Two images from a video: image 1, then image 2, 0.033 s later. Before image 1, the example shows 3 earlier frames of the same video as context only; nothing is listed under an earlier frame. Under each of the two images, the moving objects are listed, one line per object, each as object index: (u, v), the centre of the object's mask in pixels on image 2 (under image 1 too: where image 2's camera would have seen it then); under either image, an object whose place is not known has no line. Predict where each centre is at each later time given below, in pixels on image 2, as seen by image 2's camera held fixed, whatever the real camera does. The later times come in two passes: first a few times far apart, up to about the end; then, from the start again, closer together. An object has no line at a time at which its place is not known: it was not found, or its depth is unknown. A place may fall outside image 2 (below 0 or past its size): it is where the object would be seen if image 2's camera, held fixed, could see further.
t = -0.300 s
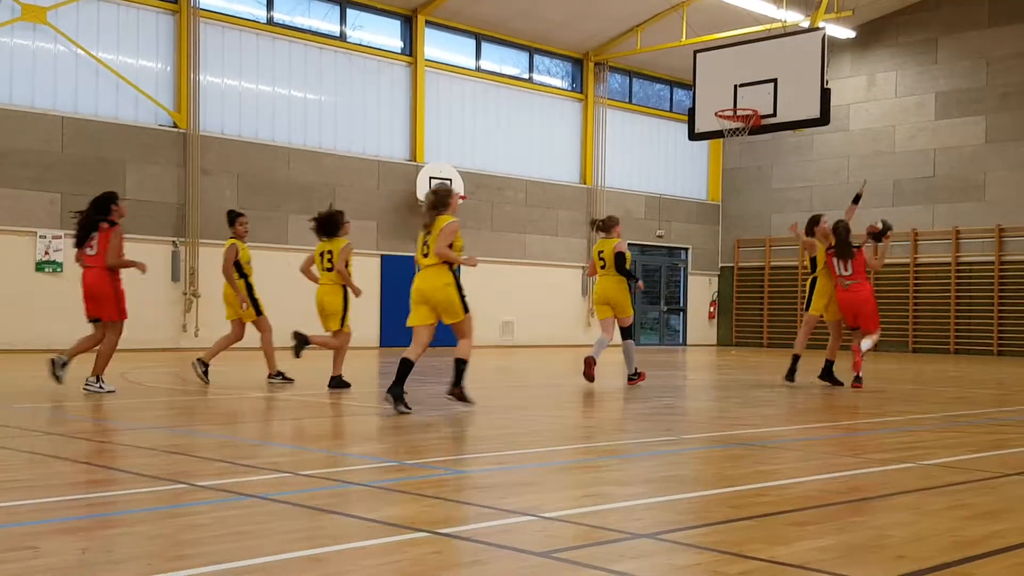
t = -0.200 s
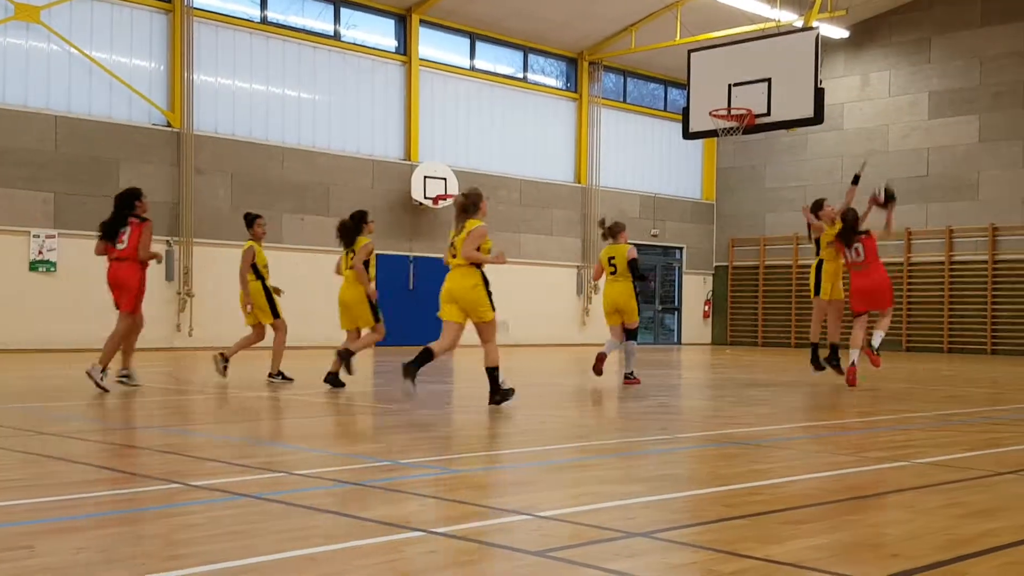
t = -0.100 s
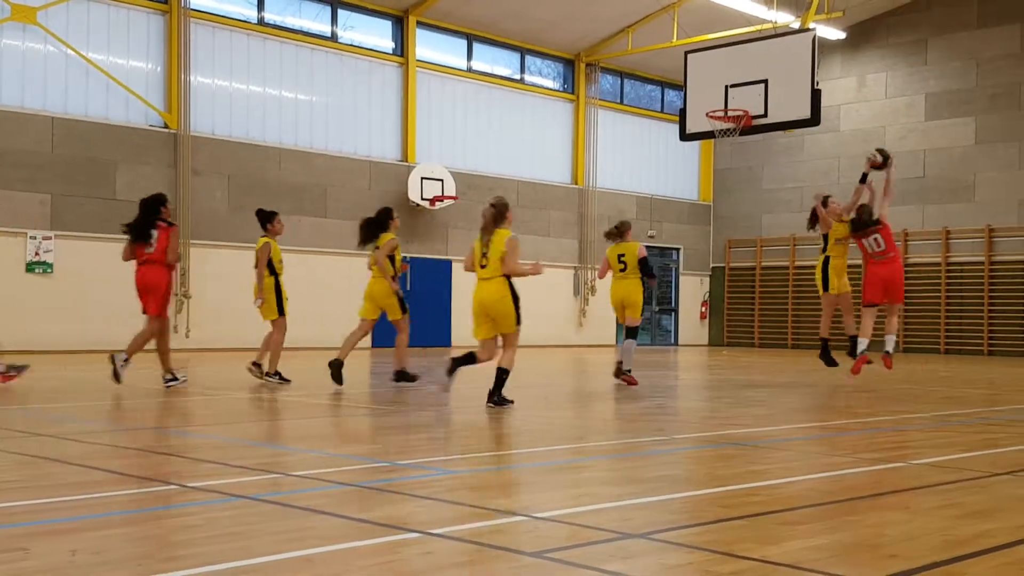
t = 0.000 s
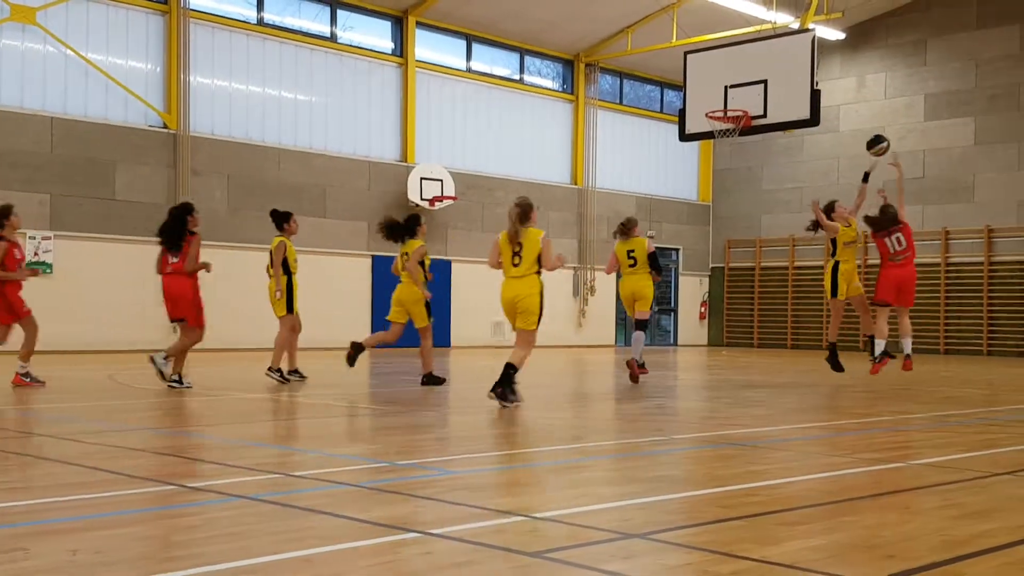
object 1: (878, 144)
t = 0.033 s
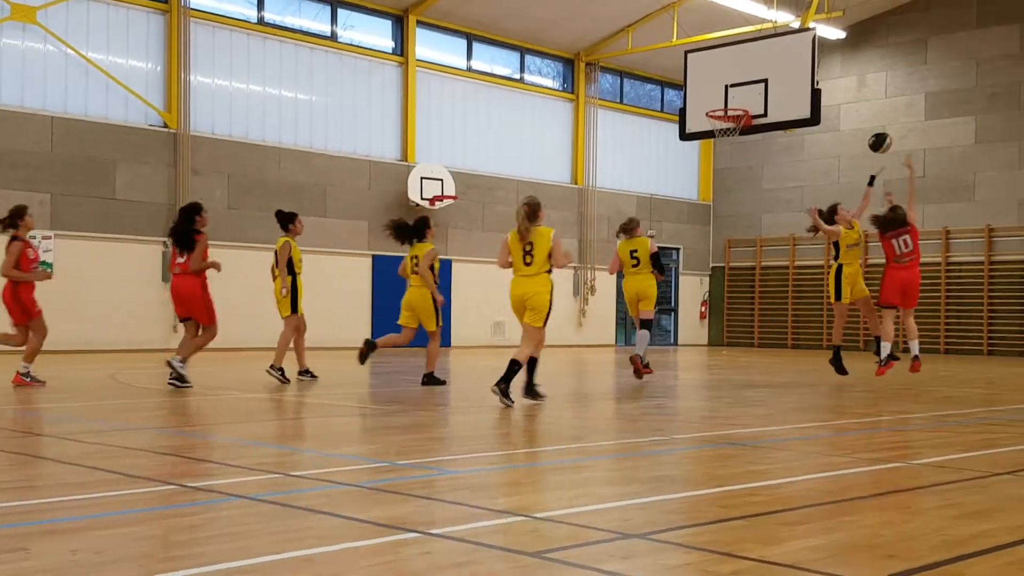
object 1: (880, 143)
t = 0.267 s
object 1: (888, 155)
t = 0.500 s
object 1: (895, 209)
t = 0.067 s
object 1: (881, 142)
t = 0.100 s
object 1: (882, 141)
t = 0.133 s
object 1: (883, 142)
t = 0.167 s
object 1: (885, 144)
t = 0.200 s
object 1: (886, 146)
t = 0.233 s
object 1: (887, 150)
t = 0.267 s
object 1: (888, 155)
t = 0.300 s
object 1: (889, 160)
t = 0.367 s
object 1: (891, 174)
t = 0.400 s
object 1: (892, 182)
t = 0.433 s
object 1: (894, 190)
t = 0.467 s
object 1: (894, 199)
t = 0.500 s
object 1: (895, 209)
